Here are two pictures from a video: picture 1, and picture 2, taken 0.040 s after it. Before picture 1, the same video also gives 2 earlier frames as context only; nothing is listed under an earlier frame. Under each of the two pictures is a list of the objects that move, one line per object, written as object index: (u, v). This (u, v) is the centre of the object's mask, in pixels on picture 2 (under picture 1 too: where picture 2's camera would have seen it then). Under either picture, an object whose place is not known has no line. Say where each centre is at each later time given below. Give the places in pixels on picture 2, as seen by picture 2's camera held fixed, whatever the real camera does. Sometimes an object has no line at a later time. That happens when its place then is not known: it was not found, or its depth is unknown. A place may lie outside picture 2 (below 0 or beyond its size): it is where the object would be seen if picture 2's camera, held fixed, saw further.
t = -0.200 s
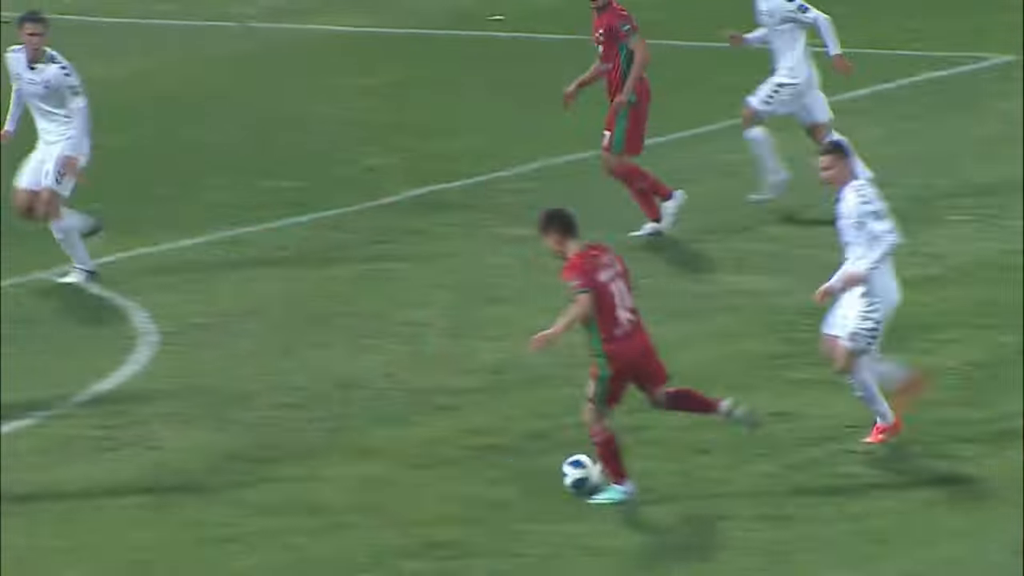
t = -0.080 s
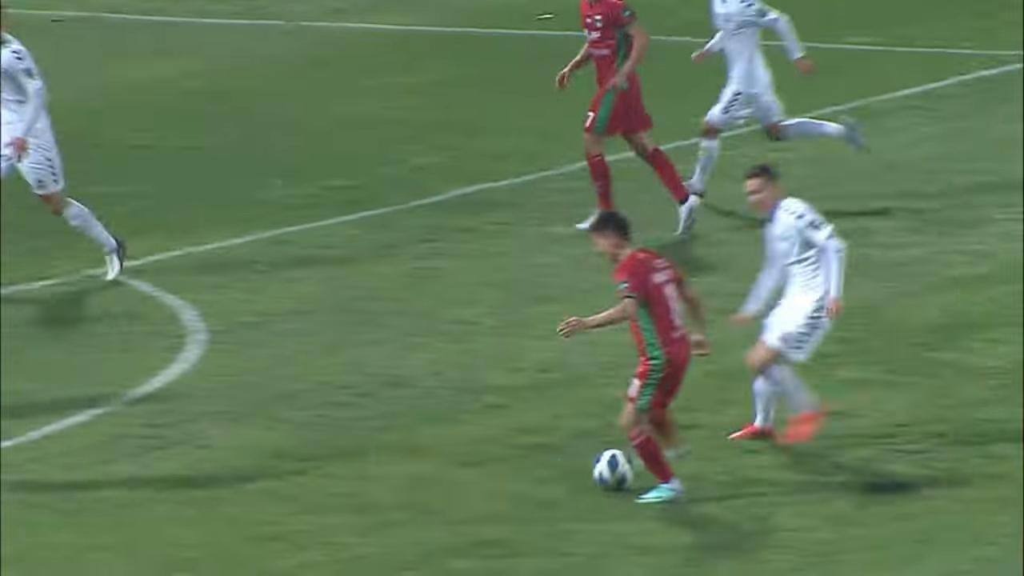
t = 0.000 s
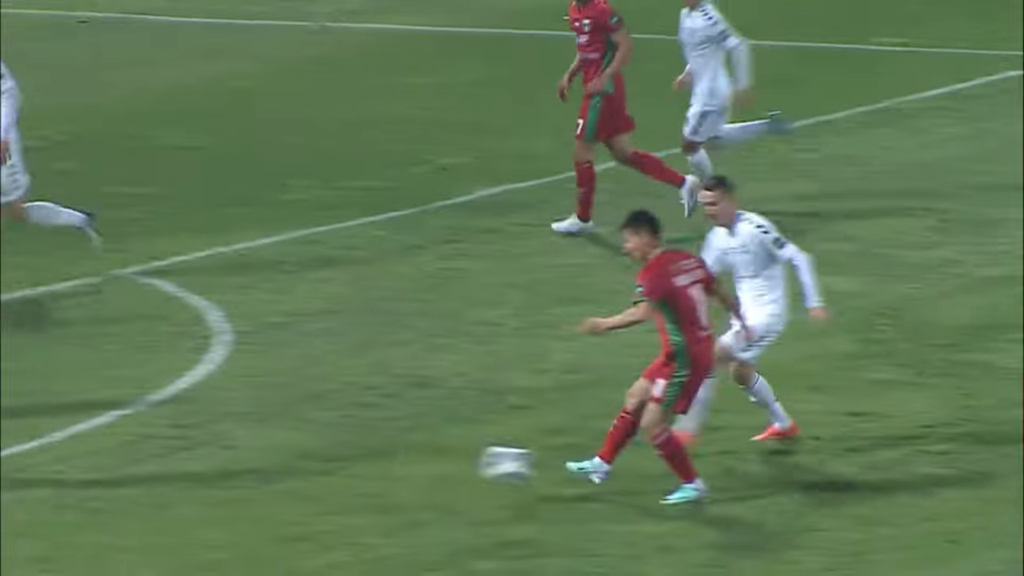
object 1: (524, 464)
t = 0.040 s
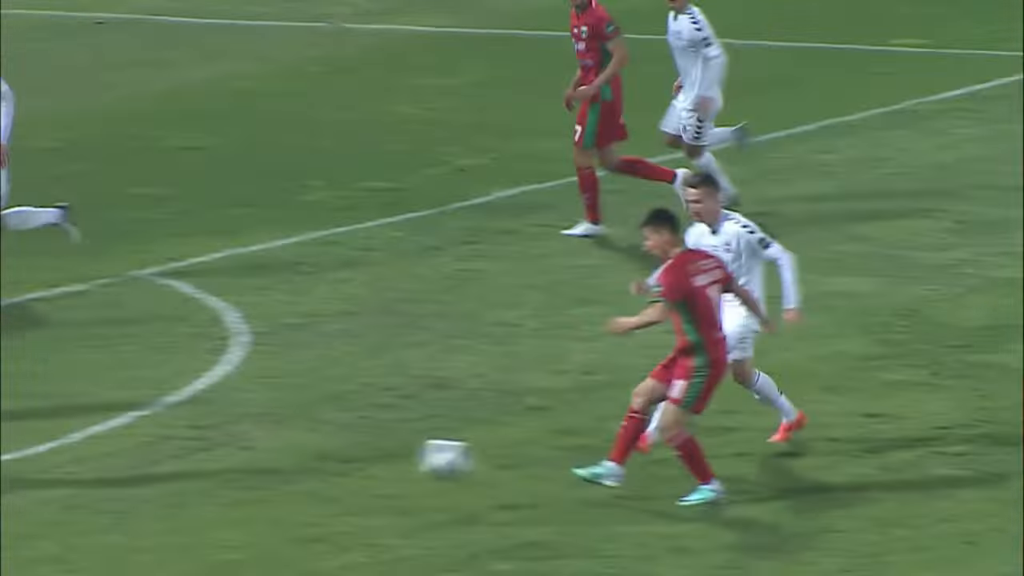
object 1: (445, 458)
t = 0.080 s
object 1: (364, 454)
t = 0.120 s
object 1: (285, 454)
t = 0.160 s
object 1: (206, 458)
